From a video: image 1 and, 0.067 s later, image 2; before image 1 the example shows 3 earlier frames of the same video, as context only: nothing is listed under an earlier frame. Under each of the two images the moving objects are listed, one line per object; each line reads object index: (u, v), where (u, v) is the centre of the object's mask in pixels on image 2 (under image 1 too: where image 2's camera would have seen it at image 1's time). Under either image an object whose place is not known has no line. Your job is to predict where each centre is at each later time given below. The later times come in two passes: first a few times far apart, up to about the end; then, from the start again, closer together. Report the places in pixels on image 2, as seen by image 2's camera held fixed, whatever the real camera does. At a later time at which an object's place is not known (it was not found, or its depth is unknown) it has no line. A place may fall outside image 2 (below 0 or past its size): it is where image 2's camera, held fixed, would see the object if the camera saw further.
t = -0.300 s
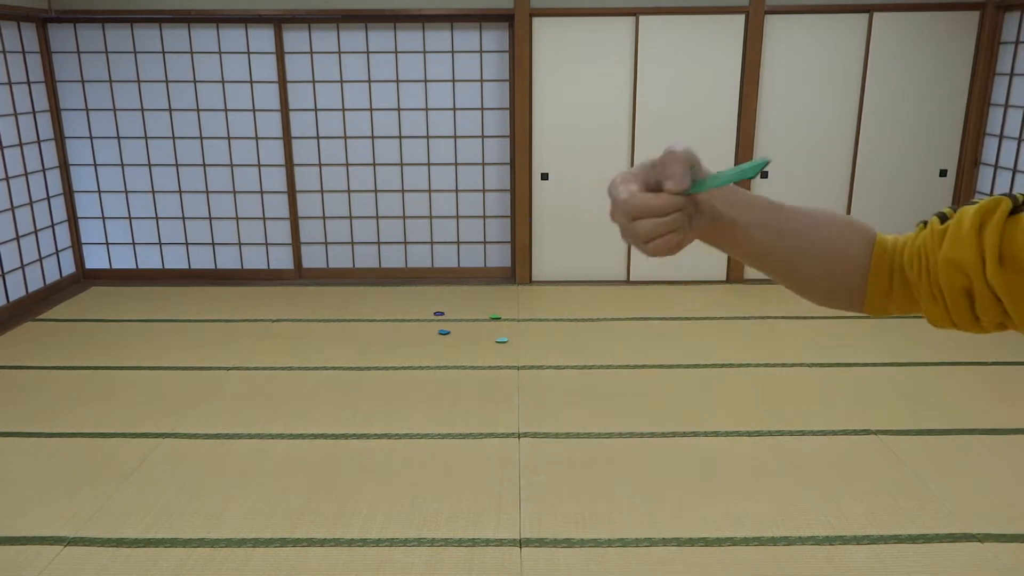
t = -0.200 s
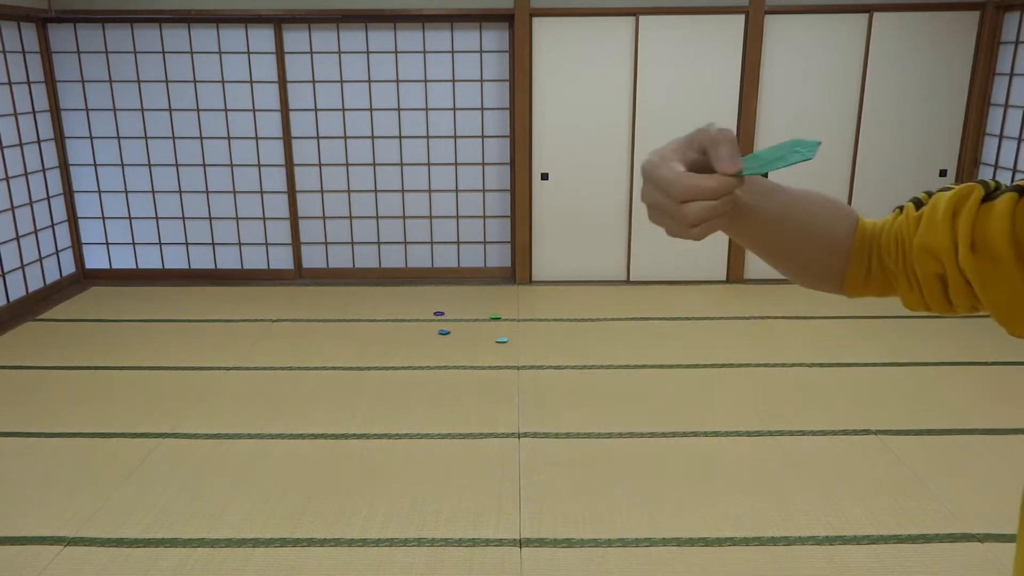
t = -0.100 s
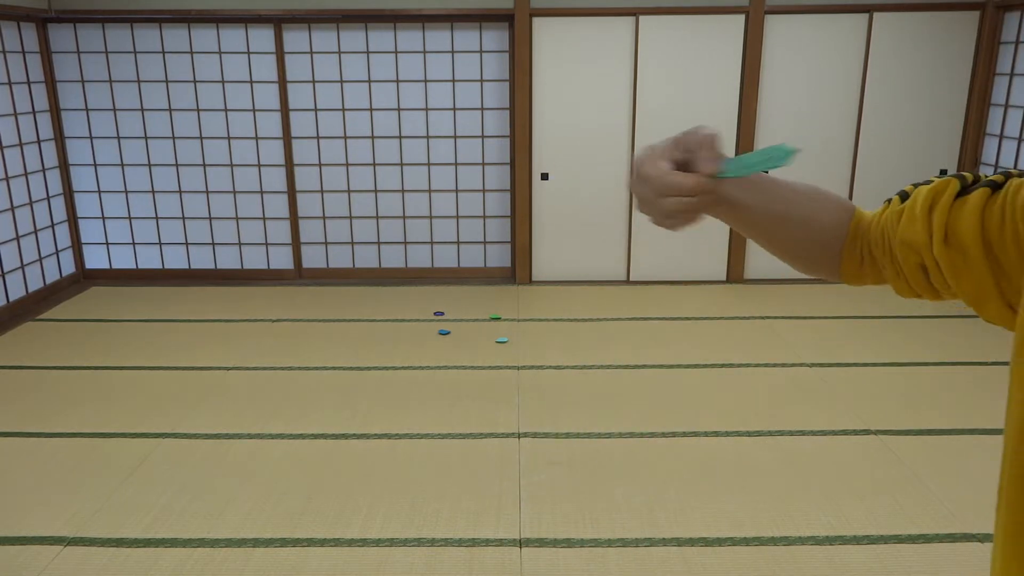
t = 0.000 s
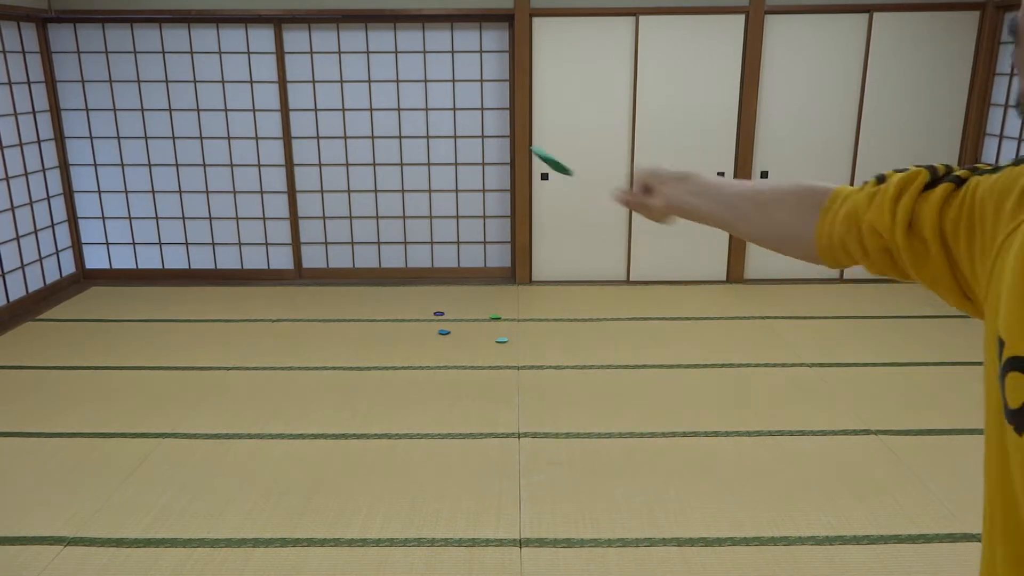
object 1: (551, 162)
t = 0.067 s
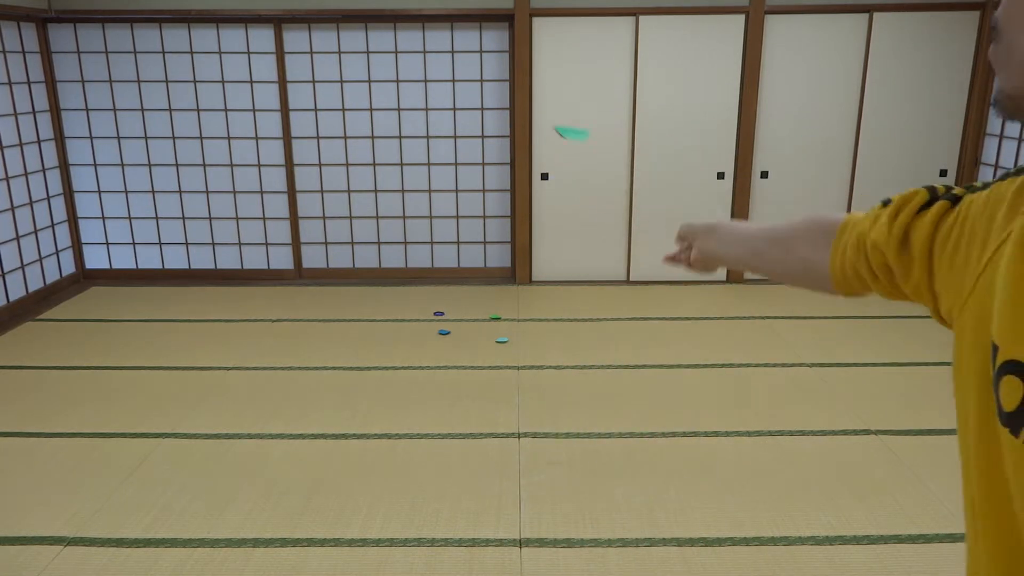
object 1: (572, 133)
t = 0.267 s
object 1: (614, 68)
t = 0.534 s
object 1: (630, 50)
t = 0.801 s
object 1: (601, 82)
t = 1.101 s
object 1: (525, 192)
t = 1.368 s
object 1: (458, 325)
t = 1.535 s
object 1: (457, 328)
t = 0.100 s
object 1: (581, 115)
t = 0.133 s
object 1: (589, 101)
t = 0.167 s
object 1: (596, 90)
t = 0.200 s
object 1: (604, 81)
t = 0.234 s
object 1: (609, 74)
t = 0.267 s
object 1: (614, 68)
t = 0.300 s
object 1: (619, 63)
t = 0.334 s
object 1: (622, 59)
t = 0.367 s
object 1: (625, 55)
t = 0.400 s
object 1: (628, 52)
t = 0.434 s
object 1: (629, 51)
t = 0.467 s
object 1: (631, 49)
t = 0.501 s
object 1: (631, 49)
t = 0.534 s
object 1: (630, 50)
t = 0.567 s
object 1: (631, 50)
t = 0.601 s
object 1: (628, 53)
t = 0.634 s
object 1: (626, 55)
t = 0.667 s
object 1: (622, 59)
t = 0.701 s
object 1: (618, 63)
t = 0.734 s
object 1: (612, 69)
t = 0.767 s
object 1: (607, 76)
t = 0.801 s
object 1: (601, 82)
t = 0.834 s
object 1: (593, 91)
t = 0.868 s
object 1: (586, 100)
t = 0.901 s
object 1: (578, 111)
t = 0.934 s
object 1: (570, 122)
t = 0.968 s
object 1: (561, 135)
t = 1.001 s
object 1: (552, 147)
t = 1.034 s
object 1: (543, 162)
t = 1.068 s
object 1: (534, 177)
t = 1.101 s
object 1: (525, 192)
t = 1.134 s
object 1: (516, 208)
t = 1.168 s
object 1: (507, 226)
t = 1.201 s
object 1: (499, 242)
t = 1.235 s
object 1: (490, 260)
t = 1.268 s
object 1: (482, 277)
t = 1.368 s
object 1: (458, 325)
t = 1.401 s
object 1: (458, 325)
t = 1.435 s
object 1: (458, 325)
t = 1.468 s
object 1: (457, 326)
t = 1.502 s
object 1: (458, 328)
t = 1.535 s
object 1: (457, 328)
